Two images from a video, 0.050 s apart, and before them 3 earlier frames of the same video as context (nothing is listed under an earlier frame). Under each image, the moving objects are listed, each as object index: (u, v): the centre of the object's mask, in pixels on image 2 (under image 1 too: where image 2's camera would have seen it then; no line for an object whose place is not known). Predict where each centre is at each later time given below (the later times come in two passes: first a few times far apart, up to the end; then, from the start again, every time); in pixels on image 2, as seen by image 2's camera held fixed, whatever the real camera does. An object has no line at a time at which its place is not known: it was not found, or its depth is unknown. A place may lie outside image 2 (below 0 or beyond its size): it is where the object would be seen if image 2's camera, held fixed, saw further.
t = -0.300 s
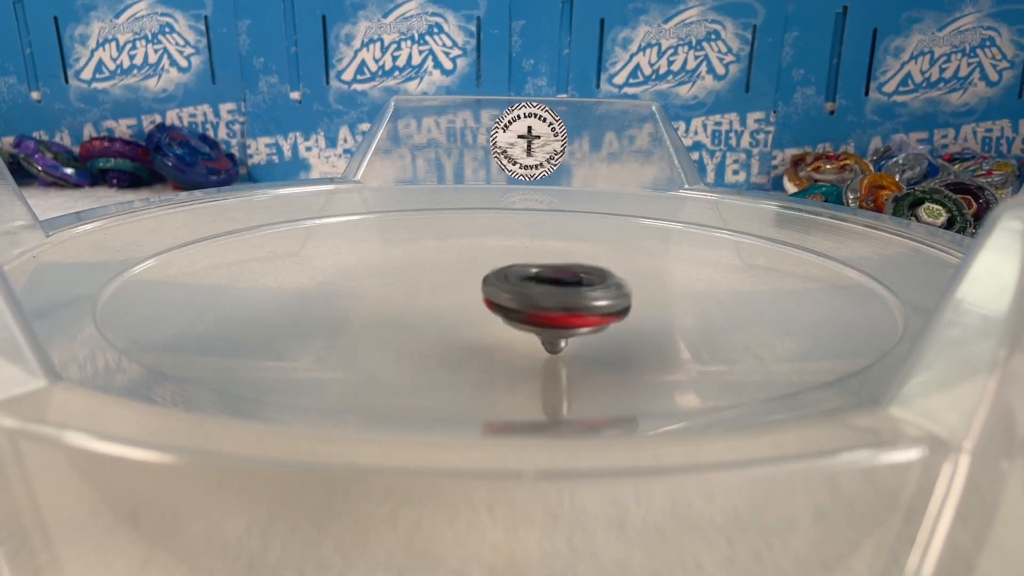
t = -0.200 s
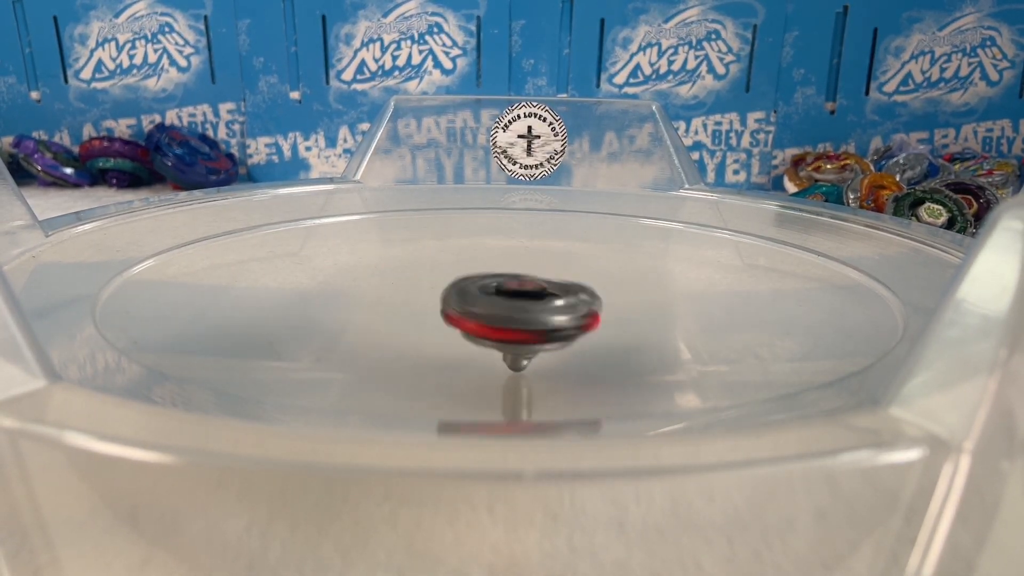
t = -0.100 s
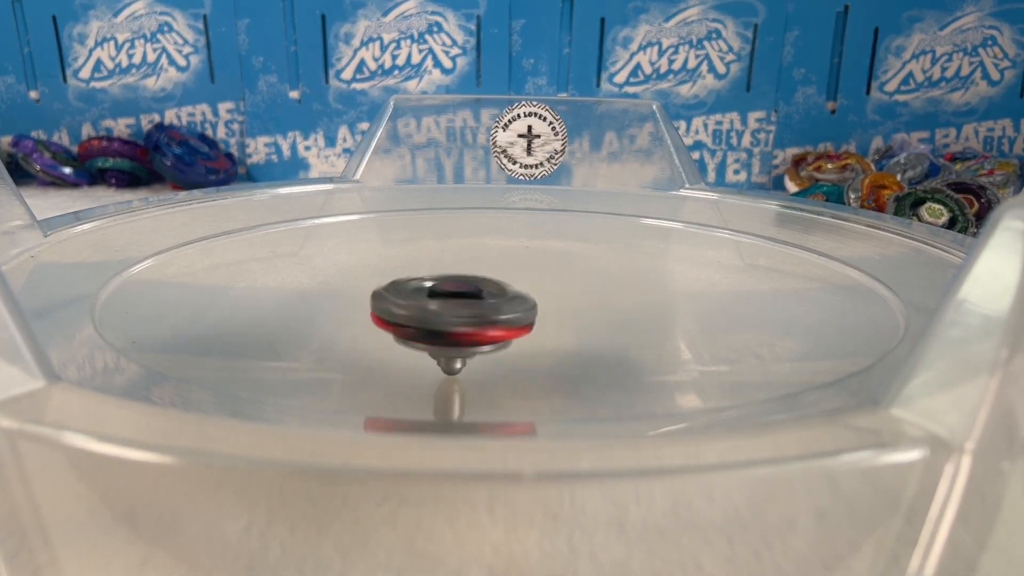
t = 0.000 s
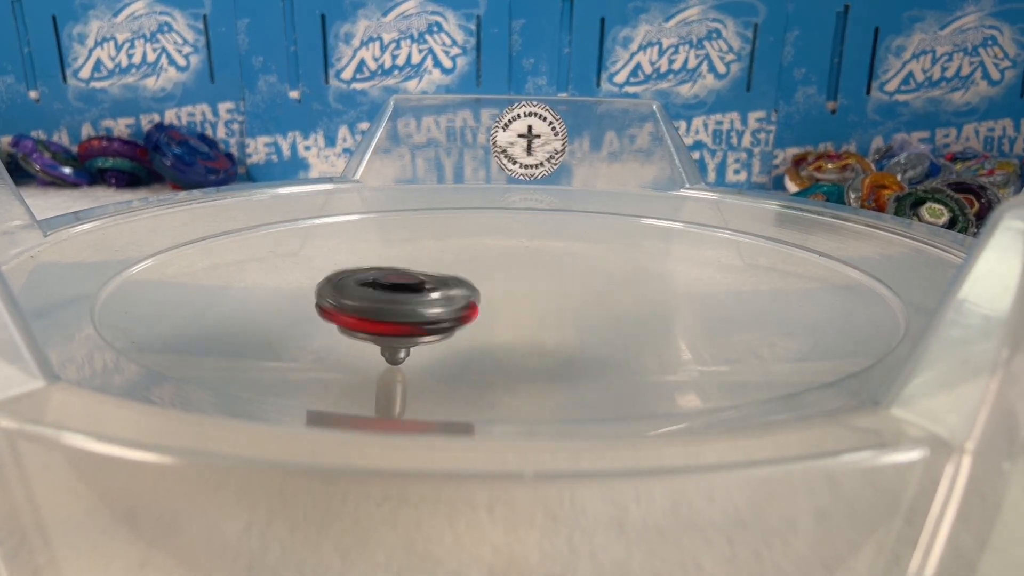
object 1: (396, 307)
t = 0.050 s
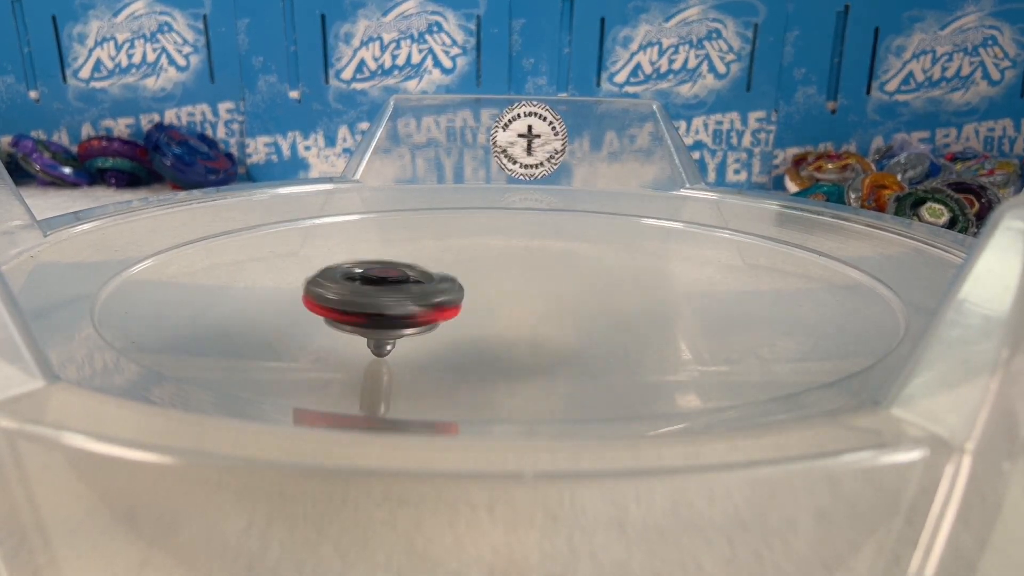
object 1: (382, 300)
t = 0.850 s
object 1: (476, 315)
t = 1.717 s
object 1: (509, 301)
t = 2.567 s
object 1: (501, 292)
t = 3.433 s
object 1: (490, 293)
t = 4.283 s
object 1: (507, 296)
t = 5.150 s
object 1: (537, 292)
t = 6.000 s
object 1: (523, 281)
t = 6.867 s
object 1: (475, 280)
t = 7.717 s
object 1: (466, 293)
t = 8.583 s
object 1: (508, 298)
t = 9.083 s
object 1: (521, 289)
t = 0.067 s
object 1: (379, 298)
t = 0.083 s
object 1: (379, 296)
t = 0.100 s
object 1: (379, 293)
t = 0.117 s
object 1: (381, 291)
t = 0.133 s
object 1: (384, 289)
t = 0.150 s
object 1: (388, 287)
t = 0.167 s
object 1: (393, 286)
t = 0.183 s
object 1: (399, 284)
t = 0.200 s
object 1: (407, 282)
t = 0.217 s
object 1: (414, 281)
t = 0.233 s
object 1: (423, 280)
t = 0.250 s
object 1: (431, 279)
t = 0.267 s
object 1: (441, 278)
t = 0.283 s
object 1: (451, 278)
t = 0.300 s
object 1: (461, 277)
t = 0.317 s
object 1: (473, 277)
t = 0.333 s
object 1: (482, 278)
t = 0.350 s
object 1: (495, 278)
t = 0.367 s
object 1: (505, 279)
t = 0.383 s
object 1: (517, 279)
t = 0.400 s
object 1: (526, 280)
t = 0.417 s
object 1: (536, 281)
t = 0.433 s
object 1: (546, 283)
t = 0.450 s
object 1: (554, 284)
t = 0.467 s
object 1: (563, 287)
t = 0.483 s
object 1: (569, 288)
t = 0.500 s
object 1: (576, 291)
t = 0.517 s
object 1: (579, 293)
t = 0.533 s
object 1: (584, 295)
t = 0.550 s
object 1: (586, 297)
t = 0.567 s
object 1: (588, 300)
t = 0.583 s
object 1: (587, 302)
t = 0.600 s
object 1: (587, 304)
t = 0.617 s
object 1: (583, 306)
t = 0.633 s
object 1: (580, 308)
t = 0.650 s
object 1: (575, 310)
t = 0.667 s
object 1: (570, 312)
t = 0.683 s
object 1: (563, 314)
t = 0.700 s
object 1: (555, 315)
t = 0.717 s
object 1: (547, 316)
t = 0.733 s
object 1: (538, 316)
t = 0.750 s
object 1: (530, 318)
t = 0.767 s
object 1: (520, 317)
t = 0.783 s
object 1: (511, 317)
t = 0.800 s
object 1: (500, 317)
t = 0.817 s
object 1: (492, 317)
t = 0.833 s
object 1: (483, 316)
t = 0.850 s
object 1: (476, 315)
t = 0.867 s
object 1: (468, 313)
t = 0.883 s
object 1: (462, 311)
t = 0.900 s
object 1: (455, 309)
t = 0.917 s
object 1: (452, 308)
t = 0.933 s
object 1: (448, 305)
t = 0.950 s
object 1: (446, 304)
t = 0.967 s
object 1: (445, 301)
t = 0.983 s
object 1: (446, 298)
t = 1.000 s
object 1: (446, 296)
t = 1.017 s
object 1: (448, 295)
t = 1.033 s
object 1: (451, 292)
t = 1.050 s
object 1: (455, 290)
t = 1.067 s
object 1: (461, 288)
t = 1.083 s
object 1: (466, 285)
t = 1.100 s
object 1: (473, 284)
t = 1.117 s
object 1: (480, 282)
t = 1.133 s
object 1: (489, 281)
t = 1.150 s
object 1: (497, 279)
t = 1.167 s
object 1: (507, 278)
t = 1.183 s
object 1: (515, 277)
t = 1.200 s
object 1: (525, 276)
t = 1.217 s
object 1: (533, 276)
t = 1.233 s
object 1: (543, 276)
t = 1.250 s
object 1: (550, 276)
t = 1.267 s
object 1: (560, 276)
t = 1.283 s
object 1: (567, 276)
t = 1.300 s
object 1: (575, 277)
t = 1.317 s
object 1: (580, 278)
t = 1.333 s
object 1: (587, 280)
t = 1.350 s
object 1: (591, 281)
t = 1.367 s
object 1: (596, 282)
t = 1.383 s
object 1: (599, 284)
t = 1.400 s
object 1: (601, 285)
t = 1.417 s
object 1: (603, 287)
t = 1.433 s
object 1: (603, 289)
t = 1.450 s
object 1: (604, 290)
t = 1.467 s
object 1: (601, 292)
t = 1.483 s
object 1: (600, 294)
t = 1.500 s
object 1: (596, 296)
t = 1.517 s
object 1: (593, 297)
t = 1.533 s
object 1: (587, 299)
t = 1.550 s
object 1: (582, 300)
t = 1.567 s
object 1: (575, 301)
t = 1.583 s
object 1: (568, 302)
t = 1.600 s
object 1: (561, 303)
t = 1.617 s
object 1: (553, 303)
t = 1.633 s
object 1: (546, 303)
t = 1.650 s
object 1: (537, 304)
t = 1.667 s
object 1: (530, 304)
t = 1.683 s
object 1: (522, 303)
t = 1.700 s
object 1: (514, 302)
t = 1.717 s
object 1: (509, 301)
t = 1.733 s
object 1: (502, 300)
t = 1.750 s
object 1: (497, 299)
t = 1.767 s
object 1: (491, 297)
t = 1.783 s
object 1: (487, 296)
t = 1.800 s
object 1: (484, 294)
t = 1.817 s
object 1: (481, 292)
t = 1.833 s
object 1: (481, 290)
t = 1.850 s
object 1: (479, 288)
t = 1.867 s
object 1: (480, 286)
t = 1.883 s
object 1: (481, 284)
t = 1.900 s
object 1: (483, 282)
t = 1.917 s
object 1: (486, 280)
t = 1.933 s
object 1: (489, 278)
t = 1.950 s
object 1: (493, 277)
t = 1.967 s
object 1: (497, 275)
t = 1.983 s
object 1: (501, 274)
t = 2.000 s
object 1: (506, 273)
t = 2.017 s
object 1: (509, 272)
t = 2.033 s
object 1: (514, 272)
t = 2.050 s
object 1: (518, 271)
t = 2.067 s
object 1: (522, 271)
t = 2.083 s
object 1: (526, 271)
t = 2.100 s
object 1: (529, 271)
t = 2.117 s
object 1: (533, 271)
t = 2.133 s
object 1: (536, 271)
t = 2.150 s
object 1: (539, 271)
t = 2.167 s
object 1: (542, 272)
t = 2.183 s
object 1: (544, 272)
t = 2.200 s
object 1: (547, 273)
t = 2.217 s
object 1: (549, 273)
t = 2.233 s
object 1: (550, 274)
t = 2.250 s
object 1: (552, 275)
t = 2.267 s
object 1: (552, 276)
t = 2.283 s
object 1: (553, 277)
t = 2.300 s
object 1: (553, 278)
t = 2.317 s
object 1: (552, 279)
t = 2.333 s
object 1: (553, 280)
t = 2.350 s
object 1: (551, 281)
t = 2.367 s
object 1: (549, 282)
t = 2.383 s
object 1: (548, 283)
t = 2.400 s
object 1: (544, 285)
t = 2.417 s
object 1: (542, 286)
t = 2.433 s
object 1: (539, 287)
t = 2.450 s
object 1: (535, 288)
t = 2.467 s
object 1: (532, 289)
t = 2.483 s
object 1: (527, 289)
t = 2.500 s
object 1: (522, 290)
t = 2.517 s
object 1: (518, 291)
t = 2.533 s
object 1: (511, 291)
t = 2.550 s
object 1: (506, 292)
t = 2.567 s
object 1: (501, 292)
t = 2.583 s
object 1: (495, 292)
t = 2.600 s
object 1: (490, 291)
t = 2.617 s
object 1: (485, 290)
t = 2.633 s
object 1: (480, 289)
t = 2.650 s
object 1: (477, 288)
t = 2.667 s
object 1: (473, 287)
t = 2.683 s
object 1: (469, 286)
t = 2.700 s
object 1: (466, 285)
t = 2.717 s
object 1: (464, 284)
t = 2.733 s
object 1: (461, 283)
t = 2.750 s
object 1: (460, 282)
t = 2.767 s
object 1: (459, 281)
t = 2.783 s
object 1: (458, 279)
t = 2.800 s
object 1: (458, 279)
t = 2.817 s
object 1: (458, 277)
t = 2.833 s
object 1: (457, 277)
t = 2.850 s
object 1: (459, 276)
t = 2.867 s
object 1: (460, 275)
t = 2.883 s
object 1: (460, 275)
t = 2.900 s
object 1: (462, 274)
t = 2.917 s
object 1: (464, 273)
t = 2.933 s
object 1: (465, 273)
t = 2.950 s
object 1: (467, 273)
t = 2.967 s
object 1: (469, 273)
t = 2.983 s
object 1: (471, 273)
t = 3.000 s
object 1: (473, 273)
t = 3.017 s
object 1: (476, 273)
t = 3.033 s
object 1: (477, 273)
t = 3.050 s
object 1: (480, 273)
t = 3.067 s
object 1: (483, 273)
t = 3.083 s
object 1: (484, 274)
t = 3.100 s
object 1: (487, 274)
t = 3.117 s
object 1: (490, 275)
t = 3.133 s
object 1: (491, 276)
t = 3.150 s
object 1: (493, 277)
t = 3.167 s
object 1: (495, 277)
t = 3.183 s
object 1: (497, 278)
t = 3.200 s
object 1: (498, 279)
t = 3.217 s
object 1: (500, 280)
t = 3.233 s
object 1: (501, 281)
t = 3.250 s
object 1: (501, 282)
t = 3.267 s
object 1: (502, 283)
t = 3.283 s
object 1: (503, 284)
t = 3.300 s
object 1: (502, 286)
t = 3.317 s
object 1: (502, 287)
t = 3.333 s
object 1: (502, 288)
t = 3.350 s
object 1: (501, 289)
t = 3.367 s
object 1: (499, 290)
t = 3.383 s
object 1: (498, 292)
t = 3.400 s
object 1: (496, 292)
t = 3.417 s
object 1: (493, 293)
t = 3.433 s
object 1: (490, 293)
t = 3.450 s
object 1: (487, 294)
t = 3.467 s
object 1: (483, 294)
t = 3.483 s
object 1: (478, 294)
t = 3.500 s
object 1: (475, 295)
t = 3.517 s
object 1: (472, 295)
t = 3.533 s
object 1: (468, 295)
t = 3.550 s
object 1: (465, 295)
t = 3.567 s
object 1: (463, 295)
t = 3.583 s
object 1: (460, 294)
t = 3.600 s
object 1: (456, 294)
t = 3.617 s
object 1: (454, 294)
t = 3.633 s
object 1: (452, 293)
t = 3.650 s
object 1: (449, 293)
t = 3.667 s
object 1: (447, 293)
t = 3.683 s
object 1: (446, 293)
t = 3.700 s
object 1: (445, 292)
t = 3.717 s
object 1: (444, 291)
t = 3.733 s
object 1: (442, 291)
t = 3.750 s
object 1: (443, 291)
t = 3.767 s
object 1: (443, 290)
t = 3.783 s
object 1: (443, 290)
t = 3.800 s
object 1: (443, 289)
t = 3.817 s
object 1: (444, 289)
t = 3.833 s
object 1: (445, 289)
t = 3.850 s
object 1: (445, 288)
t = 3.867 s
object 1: (446, 288)
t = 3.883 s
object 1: (448, 288)
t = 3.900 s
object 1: (450, 288)
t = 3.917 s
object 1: (451, 287)
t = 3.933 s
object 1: (453, 287)
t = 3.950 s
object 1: (457, 288)
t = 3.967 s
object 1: (459, 287)
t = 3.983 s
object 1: (461, 287)
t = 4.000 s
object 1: (464, 287)
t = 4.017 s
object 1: (467, 288)
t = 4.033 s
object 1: (470, 288)
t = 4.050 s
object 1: (473, 288)
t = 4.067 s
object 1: (476, 288)
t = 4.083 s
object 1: (480, 289)
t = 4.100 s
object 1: (483, 289)
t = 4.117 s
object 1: (486, 289)
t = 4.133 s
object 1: (489, 290)
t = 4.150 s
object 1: (493, 291)
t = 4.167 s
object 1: (497, 291)
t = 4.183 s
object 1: (499, 292)
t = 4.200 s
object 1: (501, 292)
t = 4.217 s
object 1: (503, 293)
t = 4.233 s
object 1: (506, 294)
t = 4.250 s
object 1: (506, 294)
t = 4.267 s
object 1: (506, 295)
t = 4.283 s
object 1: (507, 296)
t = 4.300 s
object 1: (507, 297)
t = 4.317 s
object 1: (508, 297)
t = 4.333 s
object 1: (507, 298)
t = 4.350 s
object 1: (506, 299)
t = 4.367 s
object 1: (506, 300)
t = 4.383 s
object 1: (506, 301)
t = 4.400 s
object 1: (505, 301)
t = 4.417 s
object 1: (504, 301)
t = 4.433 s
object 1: (502, 301)
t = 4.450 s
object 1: (501, 302)
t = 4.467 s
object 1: (500, 302)
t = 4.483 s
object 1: (499, 302)
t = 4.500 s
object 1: (497, 302)
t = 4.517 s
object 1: (495, 303)
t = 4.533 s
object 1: (494, 302)
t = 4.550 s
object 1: (494, 303)
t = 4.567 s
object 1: (493, 302)
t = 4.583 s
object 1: (492, 302)
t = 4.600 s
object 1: (490, 302)
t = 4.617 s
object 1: (489, 302)
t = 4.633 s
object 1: (489, 302)
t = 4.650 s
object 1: (489, 301)
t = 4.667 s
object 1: (488, 301)
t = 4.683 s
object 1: (486, 300)
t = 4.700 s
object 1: (486, 300)
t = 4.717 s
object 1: (486, 300)
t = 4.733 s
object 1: (486, 299)
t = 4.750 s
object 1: (486, 299)
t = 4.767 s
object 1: (485, 298)
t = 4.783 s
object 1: (485, 298)
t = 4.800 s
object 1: (486, 297)
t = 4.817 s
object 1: (488, 297)
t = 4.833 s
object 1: (489, 296)
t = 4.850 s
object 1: (490, 295)
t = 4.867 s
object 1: (491, 294)
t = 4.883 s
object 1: (492, 294)
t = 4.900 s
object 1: (495, 293)
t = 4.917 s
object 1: (497, 293)
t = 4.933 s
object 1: (500, 292)
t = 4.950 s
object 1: (502, 291)
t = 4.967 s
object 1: (505, 291)
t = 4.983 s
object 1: (509, 291)
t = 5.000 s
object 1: (513, 291)
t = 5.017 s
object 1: (517, 290)
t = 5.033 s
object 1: (520, 290)
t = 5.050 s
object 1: (523, 291)
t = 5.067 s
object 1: (525, 291)
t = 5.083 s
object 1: (528, 291)
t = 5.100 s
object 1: (531, 292)
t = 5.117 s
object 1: (534, 292)
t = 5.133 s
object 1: (536, 292)
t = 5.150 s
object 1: (537, 292)
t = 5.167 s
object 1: (538, 292)
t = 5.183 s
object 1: (540, 293)
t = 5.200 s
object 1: (541, 293)
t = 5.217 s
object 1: (543, 294)
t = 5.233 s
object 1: (544, 294)
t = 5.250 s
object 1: (544, 294)
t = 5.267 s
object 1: (543, 294)
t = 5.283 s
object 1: (543, 295)
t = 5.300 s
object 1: (543, 295)
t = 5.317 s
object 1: (543, 295)
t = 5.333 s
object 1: (542, 295)
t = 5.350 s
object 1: (542, 296)
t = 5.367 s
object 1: (540, 296)
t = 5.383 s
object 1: (538, 296)
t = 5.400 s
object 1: (536, 296)
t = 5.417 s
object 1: (535, 296)
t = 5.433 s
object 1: (534, 297)
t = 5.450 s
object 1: (532, 297)
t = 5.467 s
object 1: (531, 296)
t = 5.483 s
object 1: (529, 296)
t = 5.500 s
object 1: (527, 296)
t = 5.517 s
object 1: (524, 296)
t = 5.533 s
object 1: (522, 296)
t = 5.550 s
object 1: (520, 296)
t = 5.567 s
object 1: (518, 295)
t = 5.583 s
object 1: (516, 295)
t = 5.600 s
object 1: (514, 294)
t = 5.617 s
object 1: (512, 294)
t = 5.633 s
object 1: (510, 293)
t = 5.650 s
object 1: (508, 292)
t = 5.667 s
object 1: (506, 292)
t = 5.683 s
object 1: (504, 291)
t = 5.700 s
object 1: (504, 291)
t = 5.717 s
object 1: (504, 290)
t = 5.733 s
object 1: (504, 289)
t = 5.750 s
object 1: (504, 288)
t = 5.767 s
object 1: (505, 287)
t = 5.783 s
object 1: (506, 287)
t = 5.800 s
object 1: (506, 286)
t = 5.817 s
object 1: (507, 285)
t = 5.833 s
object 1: (508, 285)
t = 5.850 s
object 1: (510, 284)
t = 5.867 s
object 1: (511, 284)
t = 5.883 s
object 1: (513, 283)
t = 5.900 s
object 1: (515, 282)
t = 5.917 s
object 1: (517, 282)
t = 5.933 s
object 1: (518, 281)
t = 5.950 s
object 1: (520, 281)
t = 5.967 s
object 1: (521, 281)
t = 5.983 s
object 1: (522, 281)
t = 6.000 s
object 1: (523, 281)
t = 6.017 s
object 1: (524, 281)
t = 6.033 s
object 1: (525, 281)
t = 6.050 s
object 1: (526, 281)
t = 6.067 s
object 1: (528, 281)
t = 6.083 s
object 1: (529, 281)
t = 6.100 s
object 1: (529, 281)
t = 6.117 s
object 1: (530, 281)
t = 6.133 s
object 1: (530, 281)
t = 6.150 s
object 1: (530, 282)
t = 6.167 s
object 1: (530, 282)
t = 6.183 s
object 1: (530, 282)
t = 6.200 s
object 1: (529, 283)
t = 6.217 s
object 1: (529, 283)
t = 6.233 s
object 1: (529, 283)
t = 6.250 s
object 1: (528, 284)
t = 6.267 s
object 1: (527, 284)
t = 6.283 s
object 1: (526, 285)
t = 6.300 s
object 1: (525, 285)
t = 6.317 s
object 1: (523, 285)
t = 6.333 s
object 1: (521, 286)
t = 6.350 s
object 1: (519, 286)
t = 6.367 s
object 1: (517, 287)
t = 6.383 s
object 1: (515, 287)
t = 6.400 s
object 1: (512, 287)
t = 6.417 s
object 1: (510, 288)
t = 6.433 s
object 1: (507, 288)
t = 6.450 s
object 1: (505, 288)
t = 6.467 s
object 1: (503, 289)
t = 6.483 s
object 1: (501, 289)
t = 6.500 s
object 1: (498, 289)
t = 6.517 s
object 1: (496, 288)
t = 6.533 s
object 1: (495, 288)
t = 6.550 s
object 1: (493, 288)
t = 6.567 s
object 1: (491, 287)
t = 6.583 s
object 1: (489, 287)
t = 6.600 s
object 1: (487, 286)
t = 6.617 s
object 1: (485, 286)
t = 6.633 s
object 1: (483, 286)
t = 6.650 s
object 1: (482, 285)
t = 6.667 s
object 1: (480, 285)
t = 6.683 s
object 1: (479, 284)
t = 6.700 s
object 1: (478, 284)
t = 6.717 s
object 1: (477, 283)
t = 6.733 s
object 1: (476, 283)
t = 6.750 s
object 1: (475, 282)
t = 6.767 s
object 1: (475, 282)
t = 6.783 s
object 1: (475, 282)
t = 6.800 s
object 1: (474, 281)
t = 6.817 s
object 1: (474, 281)
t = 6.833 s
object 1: (475, 281)
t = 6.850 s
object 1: (475, 281)
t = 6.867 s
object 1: (475, 280)
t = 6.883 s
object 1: (476, 280)
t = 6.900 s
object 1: (476, 280)
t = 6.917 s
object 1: (477, 280)
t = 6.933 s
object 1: (478, 280)
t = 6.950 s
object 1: (479, 280)
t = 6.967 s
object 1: (480, 280)
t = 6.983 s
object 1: (481, 280)
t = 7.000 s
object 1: (482, 281)
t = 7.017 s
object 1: (483, 281)
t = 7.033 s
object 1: (485, 281)
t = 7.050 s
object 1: (486, 281)
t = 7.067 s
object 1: (486, 282)
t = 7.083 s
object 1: (487, 282)
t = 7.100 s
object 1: (488, 282)
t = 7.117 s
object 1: (489, 283)
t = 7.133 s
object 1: (490, 283)
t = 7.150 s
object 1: (490, 284)
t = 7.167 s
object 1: (491, 284)
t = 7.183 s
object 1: (491, 285)
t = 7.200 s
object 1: (492, 285)
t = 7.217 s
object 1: (492, 286)
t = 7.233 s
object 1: (492, 287)
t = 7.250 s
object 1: (492, 287)
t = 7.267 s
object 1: (492, 288)
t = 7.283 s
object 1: (492, 288)
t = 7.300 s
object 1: (492, 289)
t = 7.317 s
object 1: (492, 289)
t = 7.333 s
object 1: (491, 290)
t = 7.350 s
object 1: (491, 290)
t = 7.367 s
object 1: (490, 291)
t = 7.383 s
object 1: (488, 291)
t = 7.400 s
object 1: (487, 291)
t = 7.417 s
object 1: (486, 292)
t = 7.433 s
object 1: (485, 292)
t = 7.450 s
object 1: (483, 292)
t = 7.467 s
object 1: (482, 293)
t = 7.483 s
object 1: (481, 293)
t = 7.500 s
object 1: (480, 293)
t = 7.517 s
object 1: (479, 293)
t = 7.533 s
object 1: (477, 293)
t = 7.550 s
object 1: (476, 293)
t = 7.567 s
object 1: (474, 294)
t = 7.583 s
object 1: (473, 294)
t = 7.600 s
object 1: (472, 294)
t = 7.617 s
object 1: (471, 294)
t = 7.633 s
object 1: (470, 294)
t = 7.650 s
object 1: (469, 294)
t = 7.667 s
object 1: (468, 294)
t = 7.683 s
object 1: (467, 294)
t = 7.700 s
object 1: (467, 294)
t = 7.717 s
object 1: (466, 293)
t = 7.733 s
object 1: (466, 293)
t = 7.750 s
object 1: (466, 293)
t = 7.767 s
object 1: (465, 293)
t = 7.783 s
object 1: (466, 293)
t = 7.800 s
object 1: (466, 293)
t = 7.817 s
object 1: (466, 293)
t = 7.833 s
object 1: (466, 293)
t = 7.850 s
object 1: (467, 293)
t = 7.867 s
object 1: (467, 292)
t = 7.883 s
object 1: (468, 292)
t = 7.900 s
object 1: (469, 292)
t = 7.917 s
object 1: (470, 292)
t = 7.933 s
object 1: (471, 292)
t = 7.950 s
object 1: (473, 292)
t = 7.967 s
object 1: (474, 292)
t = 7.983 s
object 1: (476, 292)
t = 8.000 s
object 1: (478, 292)
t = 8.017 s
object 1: (480, 292)
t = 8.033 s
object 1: (482, 292)
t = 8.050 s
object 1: (483, 292)
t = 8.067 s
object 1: (485, 292)
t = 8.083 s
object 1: (487, 292)
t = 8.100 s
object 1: (489, 292)
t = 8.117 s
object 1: (491, 292)
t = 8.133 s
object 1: (493, 293)
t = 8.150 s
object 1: (495, 293)
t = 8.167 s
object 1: (497, 293)
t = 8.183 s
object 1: (499, 293)
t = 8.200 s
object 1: (500, 293)
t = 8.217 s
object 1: (502, 293)
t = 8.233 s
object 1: (503, 294)
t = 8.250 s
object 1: (504, 294)
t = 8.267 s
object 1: (505, 294)
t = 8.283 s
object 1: (506, 295)
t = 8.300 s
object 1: (507, 295)
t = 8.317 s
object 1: (508, 295)
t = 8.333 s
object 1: (509, 295)
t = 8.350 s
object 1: (510, 296)
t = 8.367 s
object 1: (511, 296)
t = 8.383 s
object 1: (511, 297)
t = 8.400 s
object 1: (511, 297)
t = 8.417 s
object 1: (511, 297)
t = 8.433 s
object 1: (511, 298)
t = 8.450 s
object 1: (511, 298)
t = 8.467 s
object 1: (510, 298)
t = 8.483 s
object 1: (510, 298)
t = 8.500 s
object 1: (509, 298)
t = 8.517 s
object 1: (509, 298)
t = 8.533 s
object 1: (509, 298)
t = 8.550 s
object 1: (509, 298)
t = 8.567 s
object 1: (509, 298)
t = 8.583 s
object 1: (508, 298)
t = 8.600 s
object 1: (508, 298)
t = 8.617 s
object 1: (508, 299)
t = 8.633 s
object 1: (507, 298)
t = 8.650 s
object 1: (506, 298)
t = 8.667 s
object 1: (505, 298)
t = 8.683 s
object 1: (504, 297)
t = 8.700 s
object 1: (504, 297)
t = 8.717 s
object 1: (503, 296)
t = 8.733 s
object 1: (503, 296)
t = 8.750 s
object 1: (503, 296)
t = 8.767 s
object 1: (503, 295)
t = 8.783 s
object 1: (503, 295)
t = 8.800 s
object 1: (503, 295)
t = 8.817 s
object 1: (503, 295)
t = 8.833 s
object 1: (503, 294)
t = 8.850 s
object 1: (503, 294)
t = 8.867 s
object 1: (503, 293)
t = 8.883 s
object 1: (504, 293)
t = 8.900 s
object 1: (505, 292)
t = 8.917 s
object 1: (506, 292)
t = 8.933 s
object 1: (507, 291)
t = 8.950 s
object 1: (508, 291)
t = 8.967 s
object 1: (509, 291)
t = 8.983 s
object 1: (511, 290)
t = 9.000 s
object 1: (512, 290)
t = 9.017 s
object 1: (513, 290)
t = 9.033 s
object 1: (515, 290)
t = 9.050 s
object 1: (517, 289)
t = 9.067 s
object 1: (519, 289)
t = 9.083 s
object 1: (521, 289)
